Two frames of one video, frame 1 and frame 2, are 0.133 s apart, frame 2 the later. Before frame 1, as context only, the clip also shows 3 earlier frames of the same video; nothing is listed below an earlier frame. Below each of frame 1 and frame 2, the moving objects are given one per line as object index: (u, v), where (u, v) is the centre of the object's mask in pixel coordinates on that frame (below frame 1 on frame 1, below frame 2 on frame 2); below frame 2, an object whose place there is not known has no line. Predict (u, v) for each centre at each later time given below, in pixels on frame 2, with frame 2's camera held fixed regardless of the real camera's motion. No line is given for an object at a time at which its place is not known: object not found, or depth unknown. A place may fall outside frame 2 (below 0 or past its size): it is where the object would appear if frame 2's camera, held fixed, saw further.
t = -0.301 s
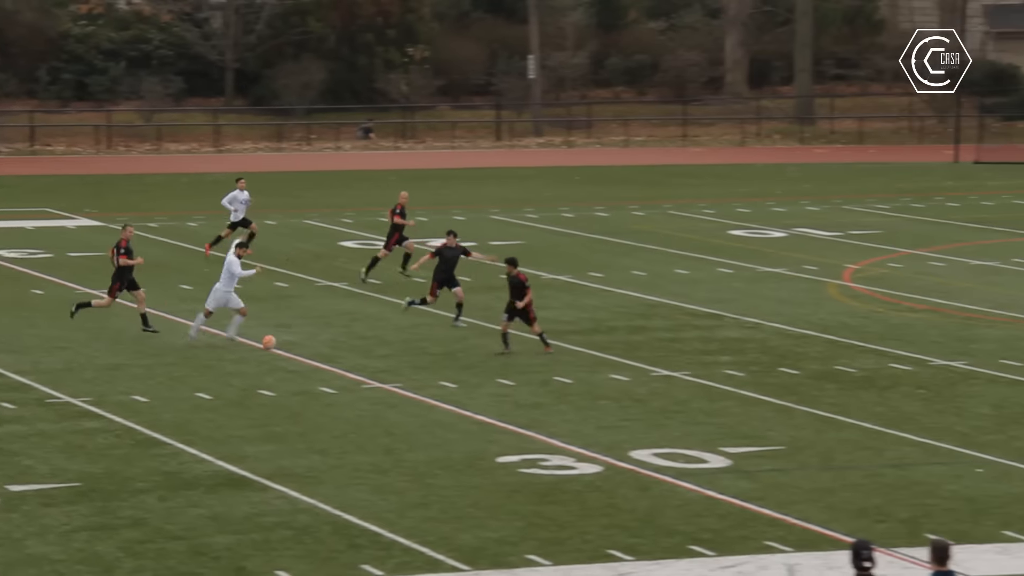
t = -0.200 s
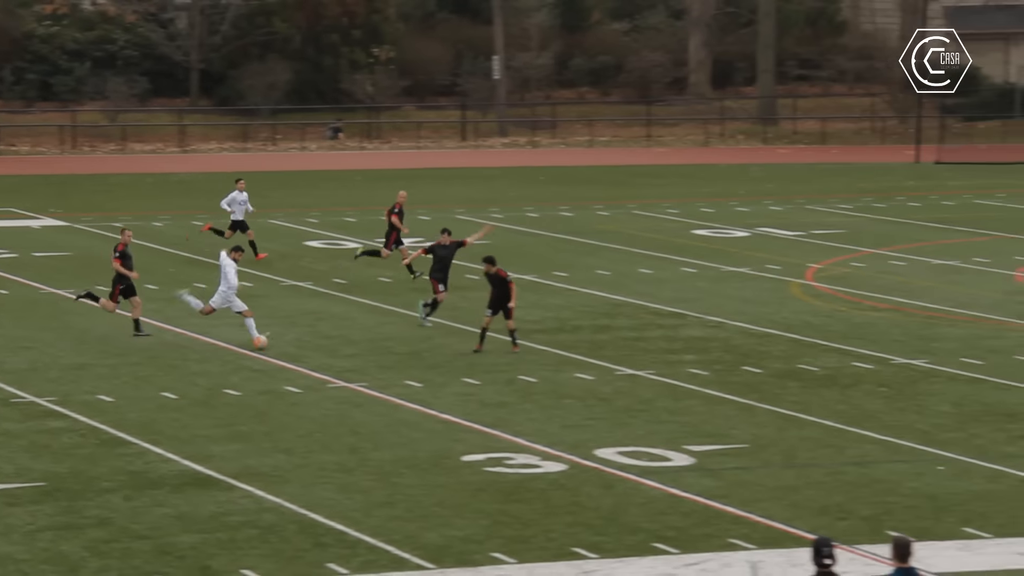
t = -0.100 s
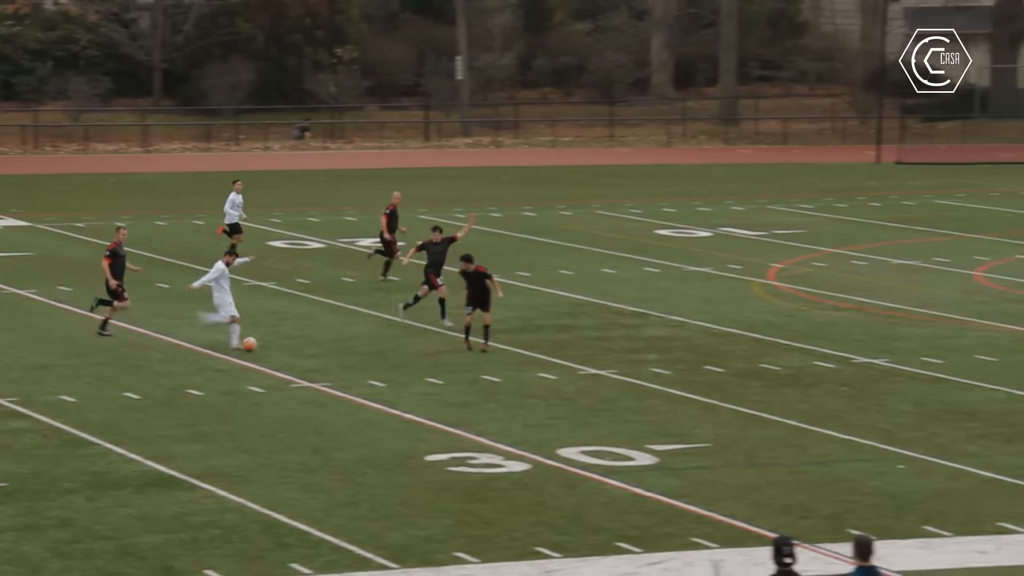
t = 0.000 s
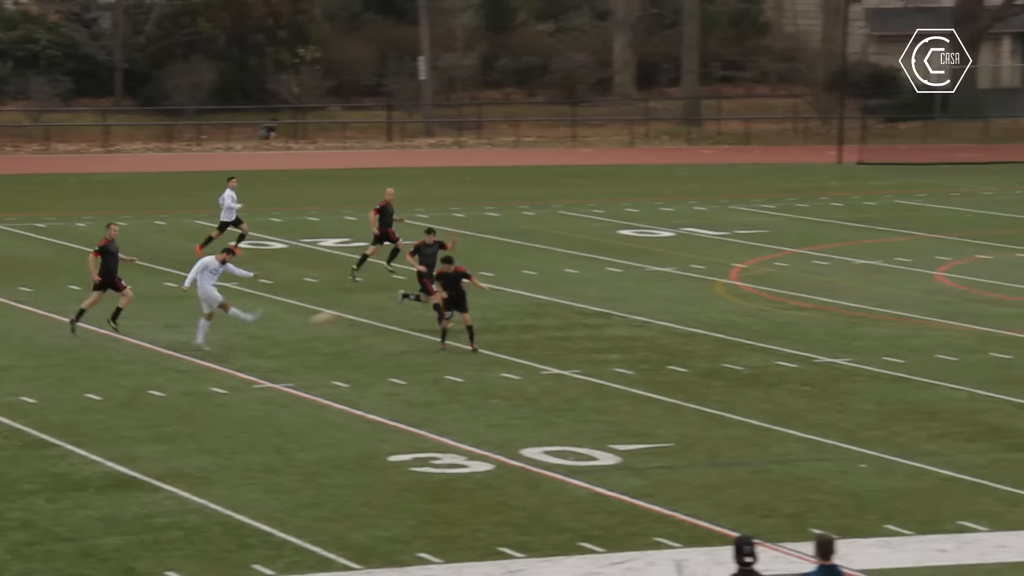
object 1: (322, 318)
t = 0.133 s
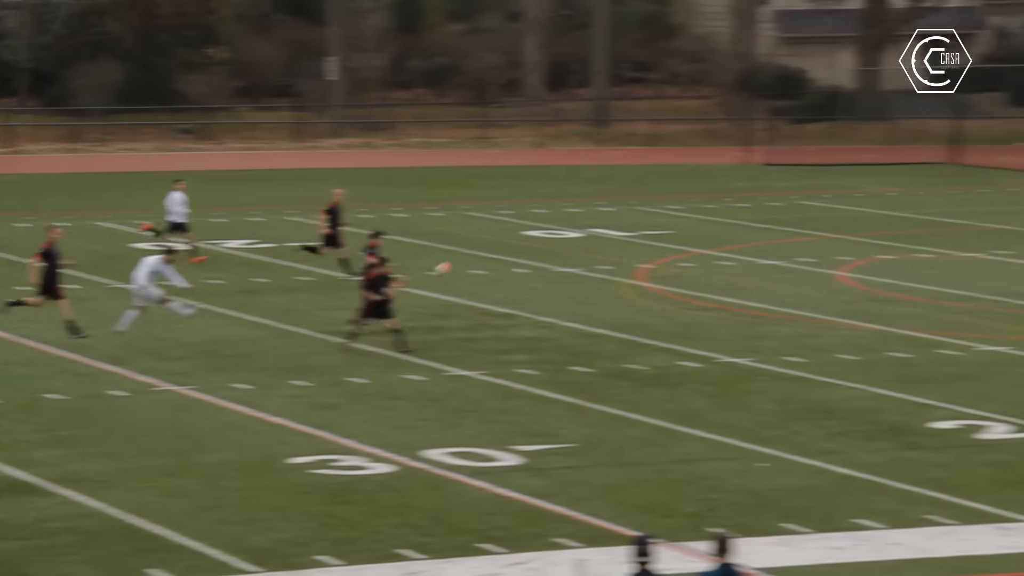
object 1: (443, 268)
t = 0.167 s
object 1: (492, 258)
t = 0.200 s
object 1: (541, 248)
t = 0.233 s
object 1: (588, 240)
